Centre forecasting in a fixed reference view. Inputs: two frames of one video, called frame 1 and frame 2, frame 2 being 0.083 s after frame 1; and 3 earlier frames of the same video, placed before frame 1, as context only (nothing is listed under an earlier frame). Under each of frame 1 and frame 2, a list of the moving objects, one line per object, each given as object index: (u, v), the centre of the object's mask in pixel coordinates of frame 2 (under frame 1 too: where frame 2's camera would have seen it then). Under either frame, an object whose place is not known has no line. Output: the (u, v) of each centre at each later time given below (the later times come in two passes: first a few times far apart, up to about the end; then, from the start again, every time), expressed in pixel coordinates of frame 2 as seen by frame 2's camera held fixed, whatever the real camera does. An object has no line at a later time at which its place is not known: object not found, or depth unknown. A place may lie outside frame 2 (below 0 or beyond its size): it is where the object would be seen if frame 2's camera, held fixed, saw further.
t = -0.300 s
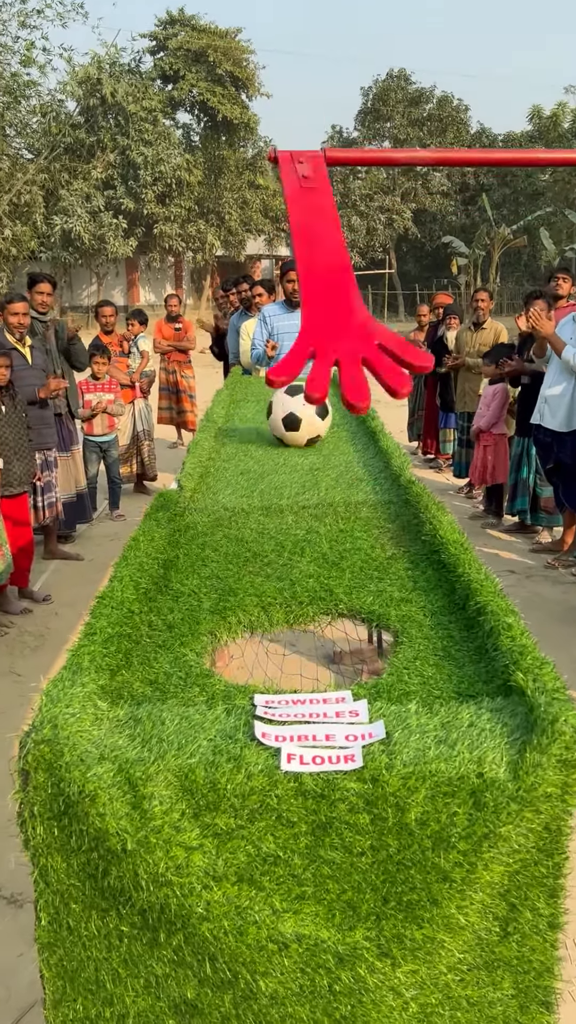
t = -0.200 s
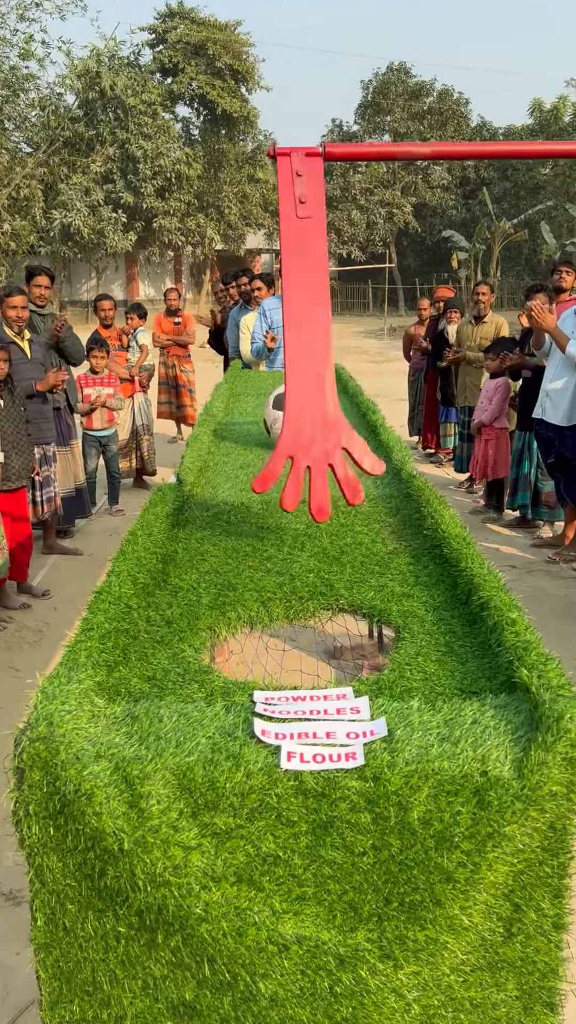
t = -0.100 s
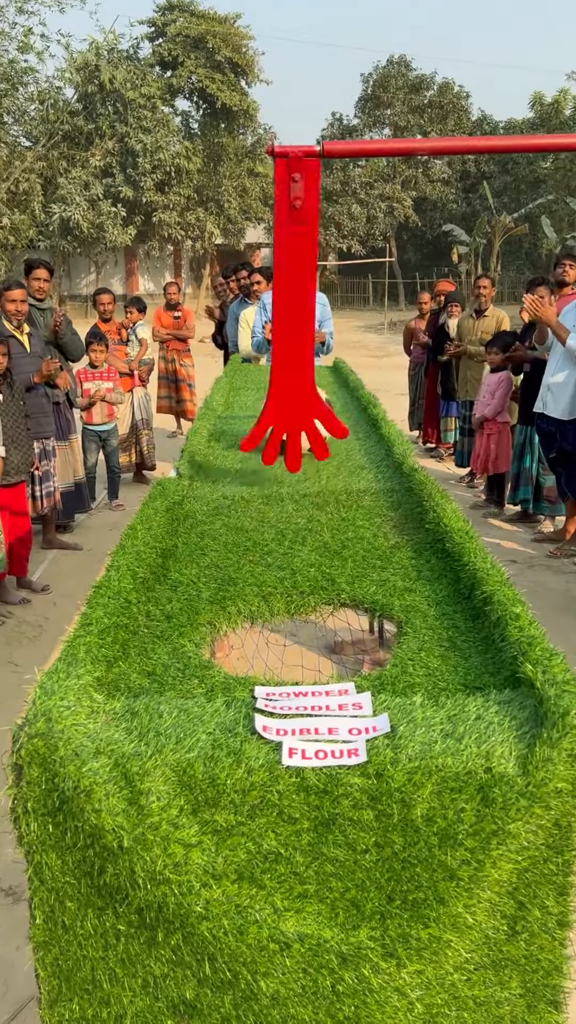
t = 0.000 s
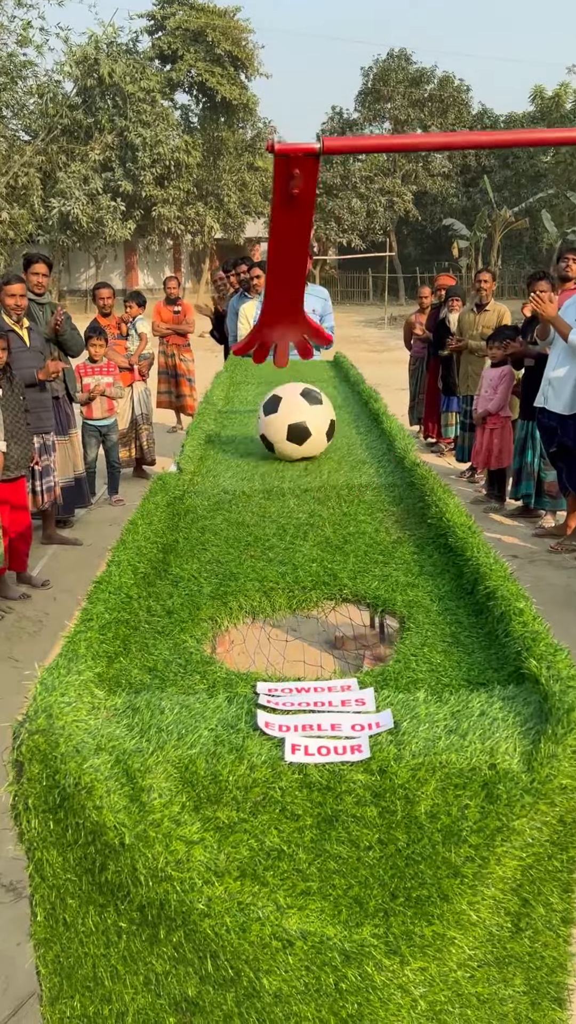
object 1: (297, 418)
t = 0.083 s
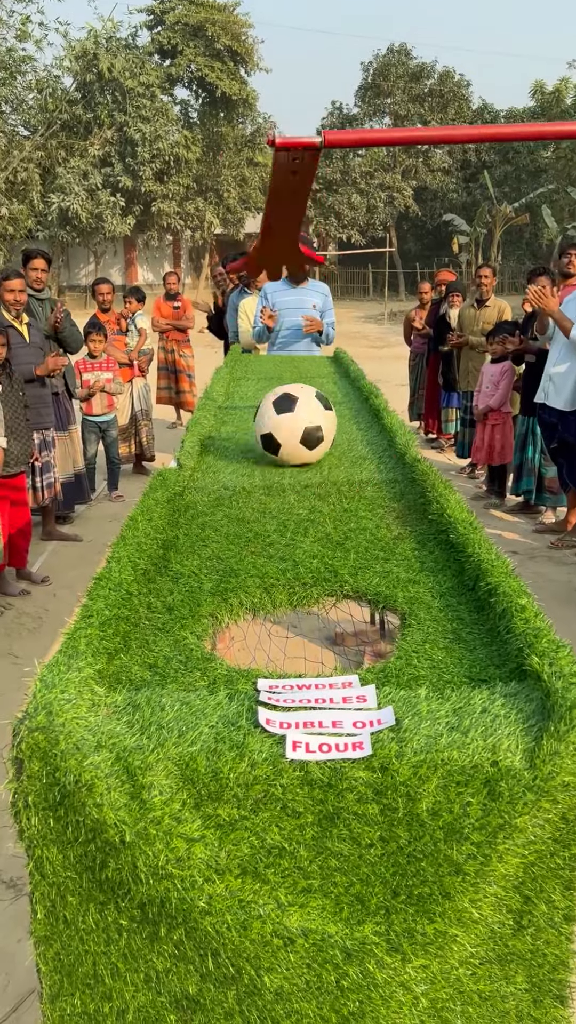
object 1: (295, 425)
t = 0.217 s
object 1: (292, 440)
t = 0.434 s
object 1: (280, 469)
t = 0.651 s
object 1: (261, 507)
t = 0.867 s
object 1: (246, 589)
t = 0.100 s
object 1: (295, 428)
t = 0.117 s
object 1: (294, 429)
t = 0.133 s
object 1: (294, 431)
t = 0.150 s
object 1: (294, 432)
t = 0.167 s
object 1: (293, 434)
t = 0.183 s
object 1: (293, 437)
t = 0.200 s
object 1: (292, 438)
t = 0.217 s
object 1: (292, 440)
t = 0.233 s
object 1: (291, 442)
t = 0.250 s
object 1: (290, 444)
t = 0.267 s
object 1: (290, 446)
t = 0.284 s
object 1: (289, 448)
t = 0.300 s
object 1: (288, 451)
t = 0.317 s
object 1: (287, 452)
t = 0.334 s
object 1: (286, 454)
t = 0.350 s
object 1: (285, 457)
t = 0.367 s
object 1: (284, 460)
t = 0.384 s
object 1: (283, 462)
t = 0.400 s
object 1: (282, 464)
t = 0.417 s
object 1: (281, 467)
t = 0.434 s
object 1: (280, 469)
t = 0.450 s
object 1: (278, 473)
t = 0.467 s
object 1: (277, 475)
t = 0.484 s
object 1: (276, 477)
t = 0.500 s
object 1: (275, 480)
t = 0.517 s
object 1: (274, 483)
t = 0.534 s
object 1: (273, 486)
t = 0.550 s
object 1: (271, 488)
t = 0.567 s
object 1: (269, 491)
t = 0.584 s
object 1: (267, 495)
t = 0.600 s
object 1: (266, 499)
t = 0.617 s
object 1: (265, 501)
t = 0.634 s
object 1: (263, 504)
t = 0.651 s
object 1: (261, 507)
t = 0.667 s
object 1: (260, 511)
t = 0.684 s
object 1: (258, 515)
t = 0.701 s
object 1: (256, 518)
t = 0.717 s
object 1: (254, 522)
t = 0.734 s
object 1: (253, 526)
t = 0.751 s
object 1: (251, 531)
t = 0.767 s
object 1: (249, 538)
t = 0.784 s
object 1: (247, 545)
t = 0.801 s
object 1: (245, 554)
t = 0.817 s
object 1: (244, 563)
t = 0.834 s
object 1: (244, 572)
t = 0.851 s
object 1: (244, 580)
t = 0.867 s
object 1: (246, 589)
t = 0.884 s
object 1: (250, 593)
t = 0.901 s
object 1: (256, 596)
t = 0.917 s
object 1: (263, 599)
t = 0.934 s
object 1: (271, 599)
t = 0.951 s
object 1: (279, 598)
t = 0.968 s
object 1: (288, 599)
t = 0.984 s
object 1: (298, 600)
